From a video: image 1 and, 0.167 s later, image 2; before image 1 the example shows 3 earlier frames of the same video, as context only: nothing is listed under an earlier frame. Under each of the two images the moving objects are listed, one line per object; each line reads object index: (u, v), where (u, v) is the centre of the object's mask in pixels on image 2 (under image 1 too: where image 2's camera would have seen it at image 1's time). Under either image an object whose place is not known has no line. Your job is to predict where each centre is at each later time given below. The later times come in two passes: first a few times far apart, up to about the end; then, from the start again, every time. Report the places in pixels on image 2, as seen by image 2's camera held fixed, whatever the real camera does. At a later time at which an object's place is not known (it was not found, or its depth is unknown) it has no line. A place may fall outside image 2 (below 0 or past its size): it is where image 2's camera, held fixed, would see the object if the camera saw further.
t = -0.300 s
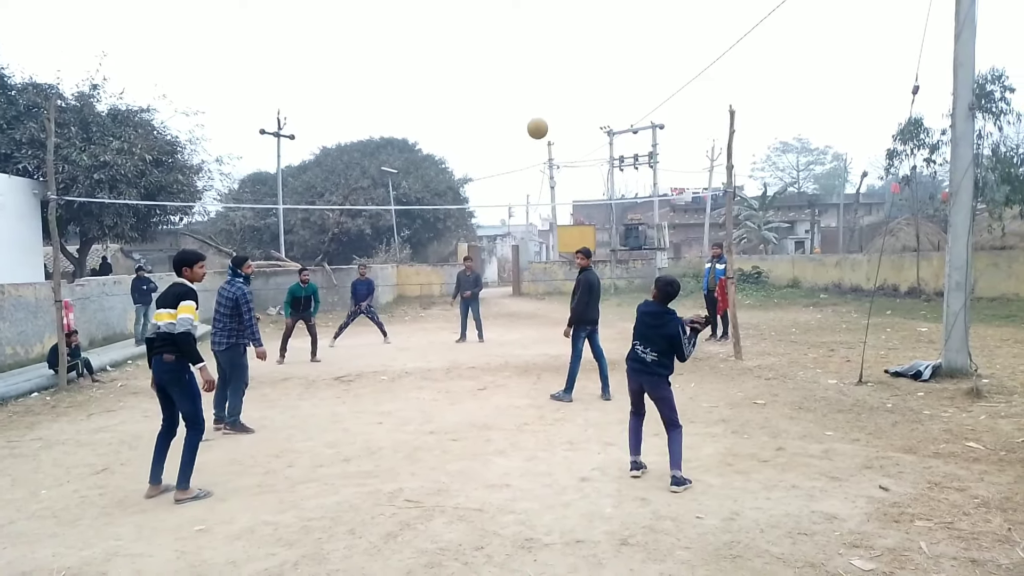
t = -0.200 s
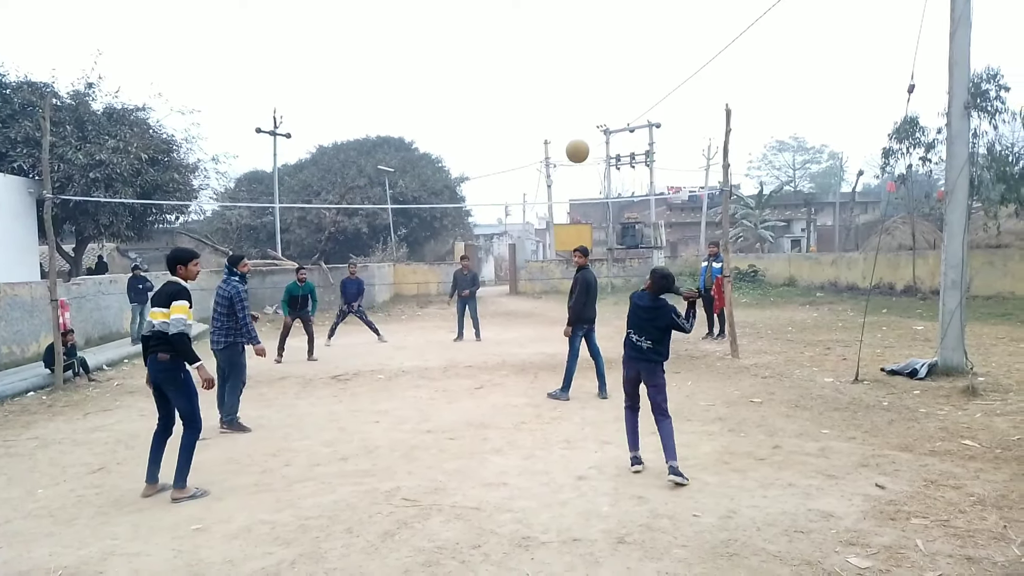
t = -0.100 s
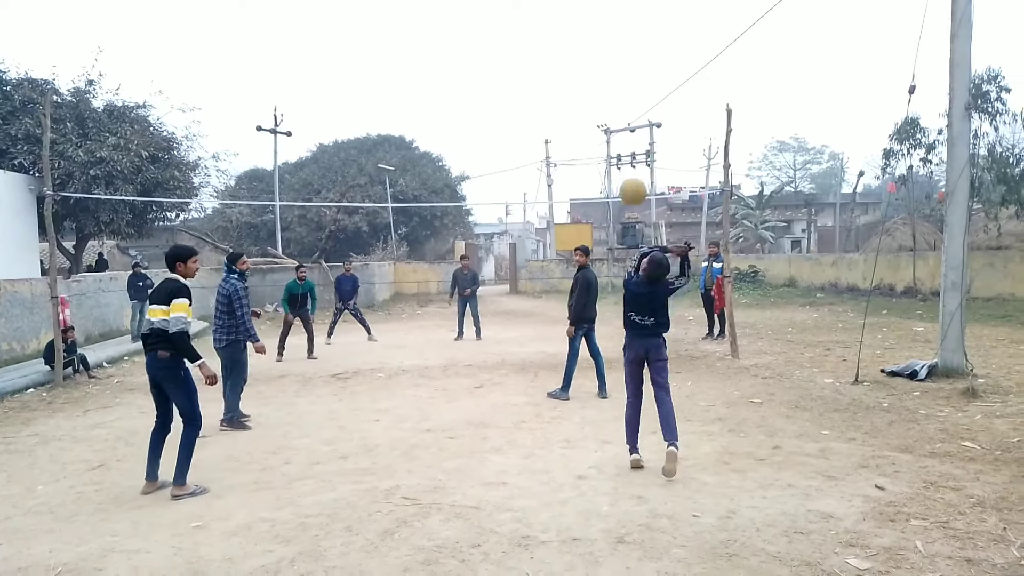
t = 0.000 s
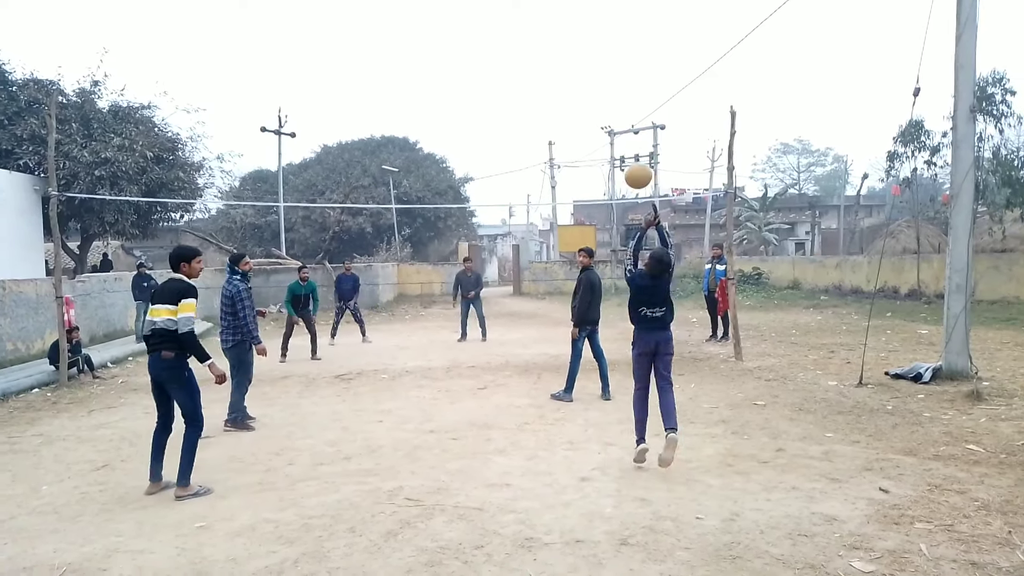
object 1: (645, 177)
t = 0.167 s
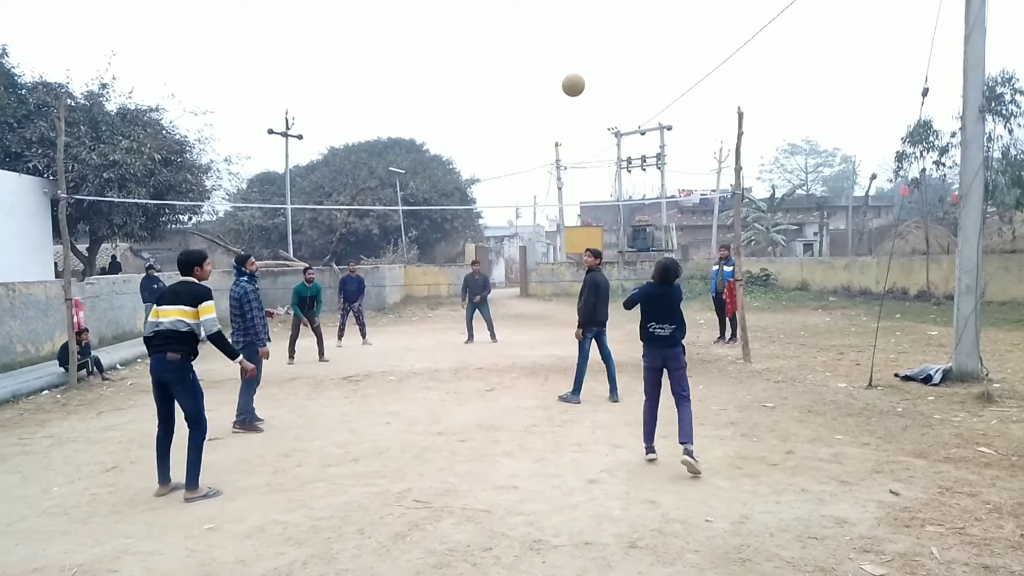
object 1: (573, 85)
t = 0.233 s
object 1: (550, 63)
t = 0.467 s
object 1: (490, 32)
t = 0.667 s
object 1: (455, 46)
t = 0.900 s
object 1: (426, 93)
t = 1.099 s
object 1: (408, 150)
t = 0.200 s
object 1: (561, 73)
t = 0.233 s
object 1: (550, 63)
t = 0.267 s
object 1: (540, 55)
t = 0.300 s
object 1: (530, 48)
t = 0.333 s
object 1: (521, 43)
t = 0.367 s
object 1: (513, 38)
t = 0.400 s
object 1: (505, 35)
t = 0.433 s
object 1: (497, 33)
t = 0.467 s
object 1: (490, 32)
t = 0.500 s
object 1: (483, 32)
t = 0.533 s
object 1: (477, 33)
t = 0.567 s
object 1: (471, 35)
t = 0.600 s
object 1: (465, 38)
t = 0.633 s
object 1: (460, 41)
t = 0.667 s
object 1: (455, 46)
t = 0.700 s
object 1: (450, 51)
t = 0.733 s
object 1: (445, 56)
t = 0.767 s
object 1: (441, 63)
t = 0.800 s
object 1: (437, 69)
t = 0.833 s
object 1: (433, 77)
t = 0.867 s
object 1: (429, 85)
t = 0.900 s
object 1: (426, 93)
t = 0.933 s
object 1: (422, 101)
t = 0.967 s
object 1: (419, 110)
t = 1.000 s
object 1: (416, 120)
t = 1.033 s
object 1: (413, 130)
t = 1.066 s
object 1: (410, 140)
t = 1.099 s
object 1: (408, 150)
